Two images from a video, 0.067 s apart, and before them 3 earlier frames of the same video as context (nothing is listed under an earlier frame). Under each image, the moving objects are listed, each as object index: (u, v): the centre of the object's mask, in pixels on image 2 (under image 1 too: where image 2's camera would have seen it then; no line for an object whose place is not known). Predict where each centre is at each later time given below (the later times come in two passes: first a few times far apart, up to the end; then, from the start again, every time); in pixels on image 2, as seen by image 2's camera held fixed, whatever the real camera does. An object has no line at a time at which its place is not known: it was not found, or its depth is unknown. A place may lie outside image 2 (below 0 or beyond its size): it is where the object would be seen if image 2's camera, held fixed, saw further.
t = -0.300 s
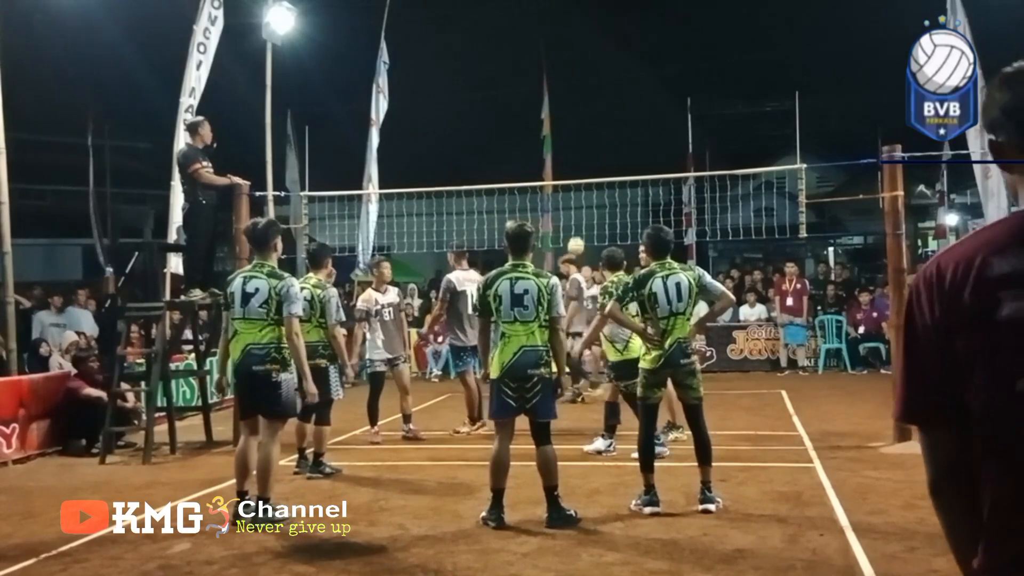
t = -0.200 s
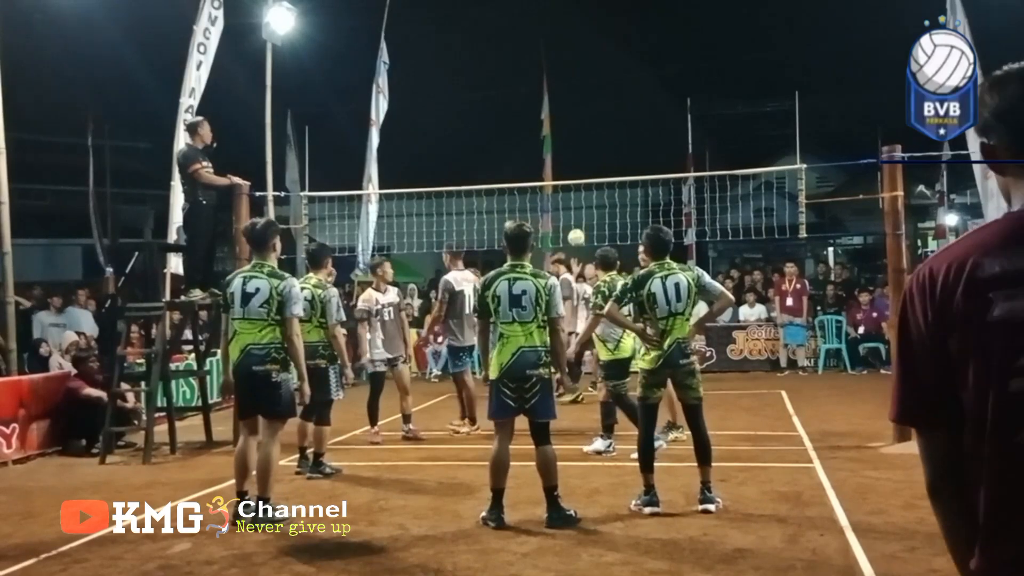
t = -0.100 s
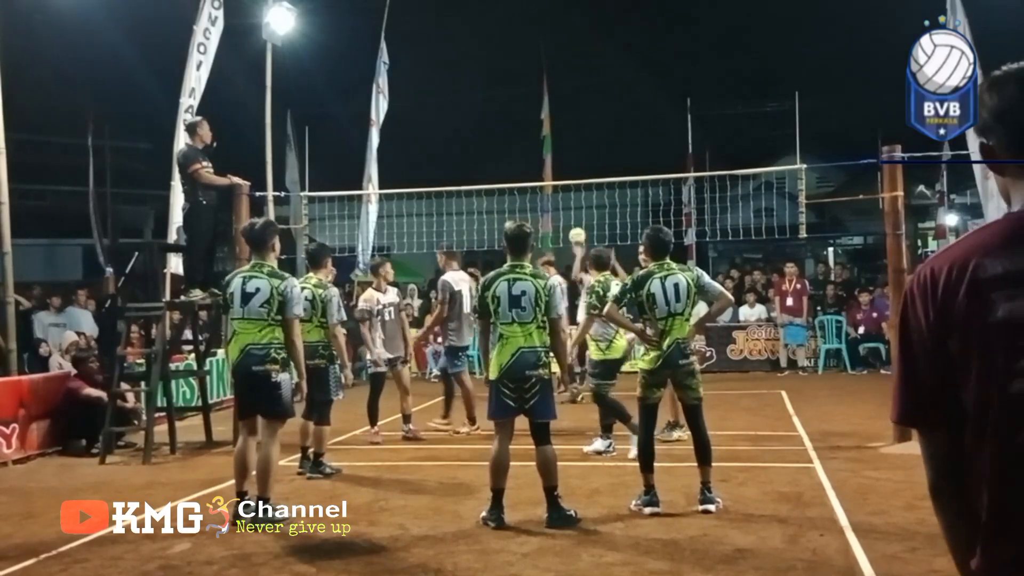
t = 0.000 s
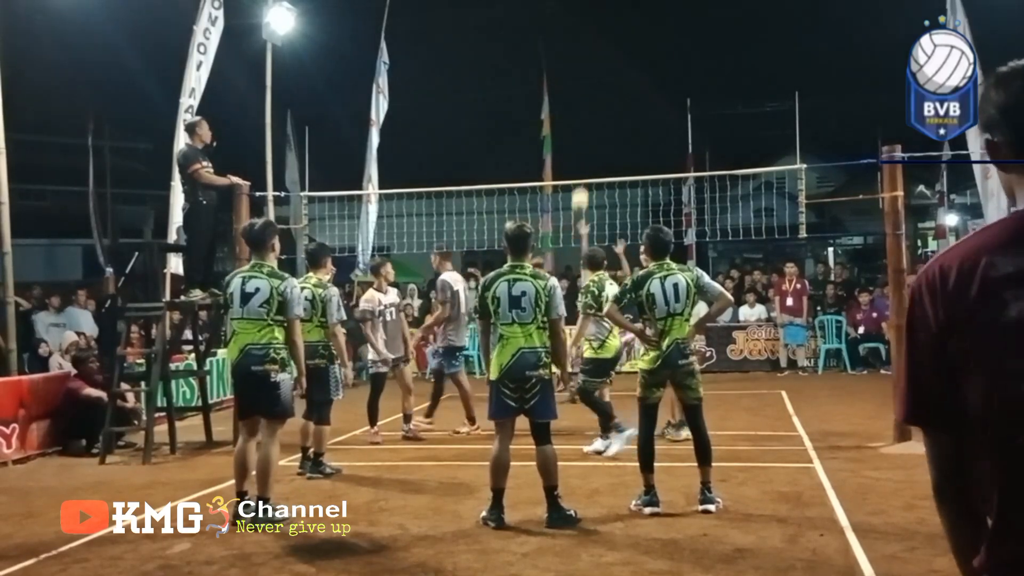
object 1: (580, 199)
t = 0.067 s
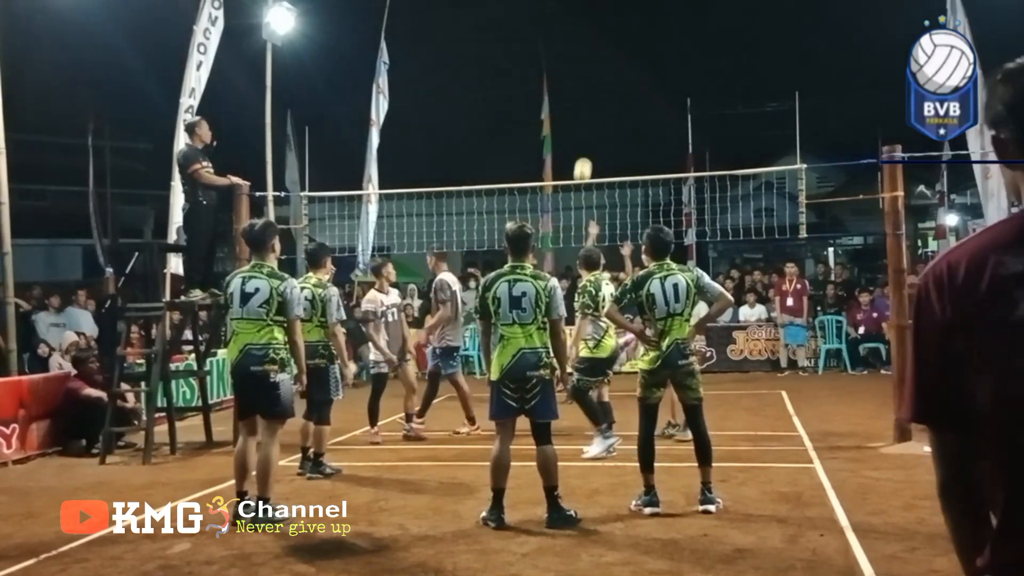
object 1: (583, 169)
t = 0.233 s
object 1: (589, 111)
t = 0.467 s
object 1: (595, 64)
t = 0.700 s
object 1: (600, 67)
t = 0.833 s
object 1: (602, 98)
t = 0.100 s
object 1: (584, 158)
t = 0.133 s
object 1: (585, 145)
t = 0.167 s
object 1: (587, 133)
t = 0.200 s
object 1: (588, 122)
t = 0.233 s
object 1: (589, 111)
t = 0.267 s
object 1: (591, 102)
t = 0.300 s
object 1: (591, 93)
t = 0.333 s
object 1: (592, 86)
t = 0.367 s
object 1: (593, 79)
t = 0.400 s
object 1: (593, 73)
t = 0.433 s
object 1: (594, 68)
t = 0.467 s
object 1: (595, 64)
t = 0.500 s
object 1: (595, 61)
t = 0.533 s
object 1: (596, 60)
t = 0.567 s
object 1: (597, 59)
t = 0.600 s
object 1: (598, 59)
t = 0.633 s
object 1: (598, 60)
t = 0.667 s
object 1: (599, 63)
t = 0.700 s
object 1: (600, 67)
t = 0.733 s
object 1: (601, 73)
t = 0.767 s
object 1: (601, 79)
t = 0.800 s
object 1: (601, 88)
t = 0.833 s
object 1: (602, 98)
